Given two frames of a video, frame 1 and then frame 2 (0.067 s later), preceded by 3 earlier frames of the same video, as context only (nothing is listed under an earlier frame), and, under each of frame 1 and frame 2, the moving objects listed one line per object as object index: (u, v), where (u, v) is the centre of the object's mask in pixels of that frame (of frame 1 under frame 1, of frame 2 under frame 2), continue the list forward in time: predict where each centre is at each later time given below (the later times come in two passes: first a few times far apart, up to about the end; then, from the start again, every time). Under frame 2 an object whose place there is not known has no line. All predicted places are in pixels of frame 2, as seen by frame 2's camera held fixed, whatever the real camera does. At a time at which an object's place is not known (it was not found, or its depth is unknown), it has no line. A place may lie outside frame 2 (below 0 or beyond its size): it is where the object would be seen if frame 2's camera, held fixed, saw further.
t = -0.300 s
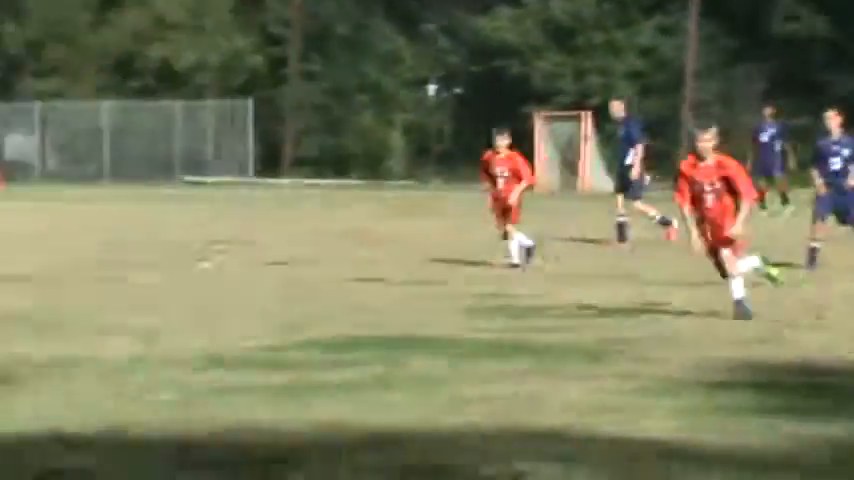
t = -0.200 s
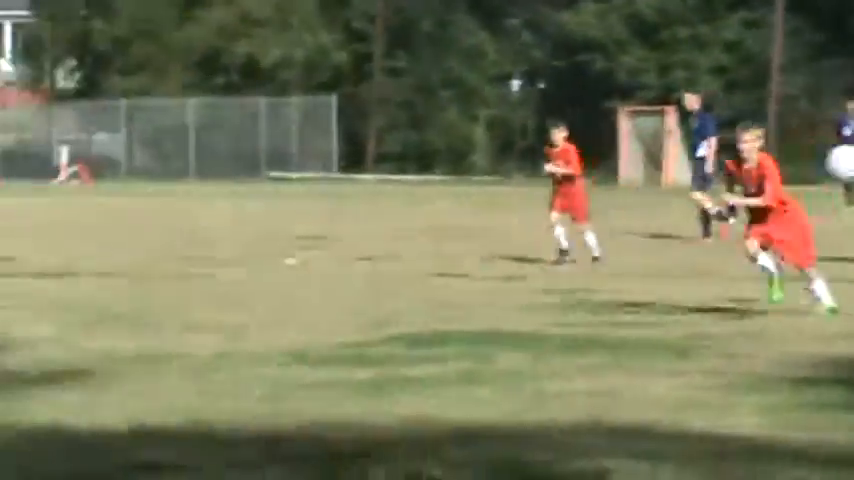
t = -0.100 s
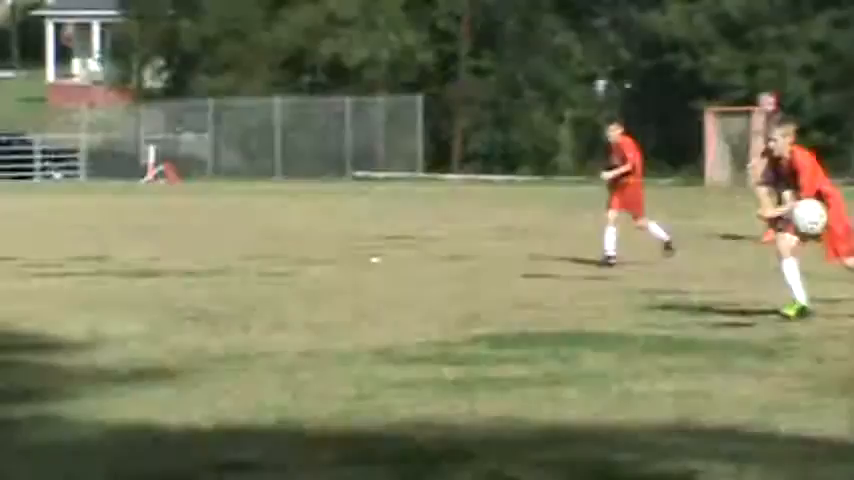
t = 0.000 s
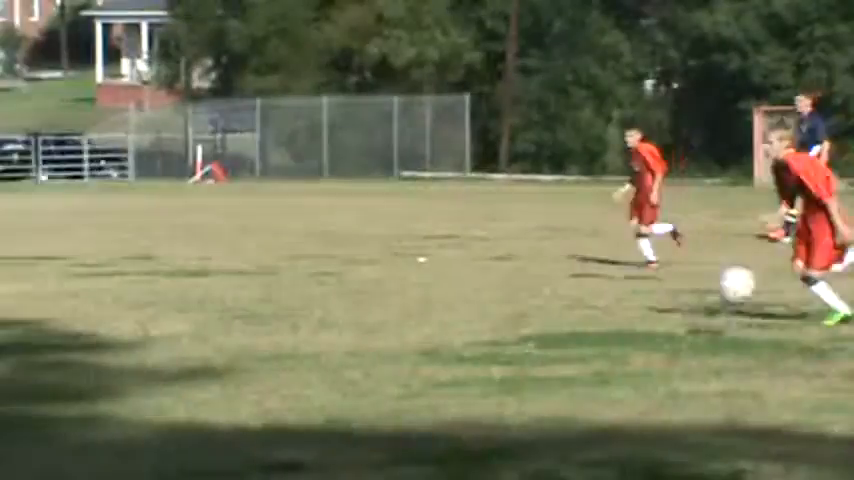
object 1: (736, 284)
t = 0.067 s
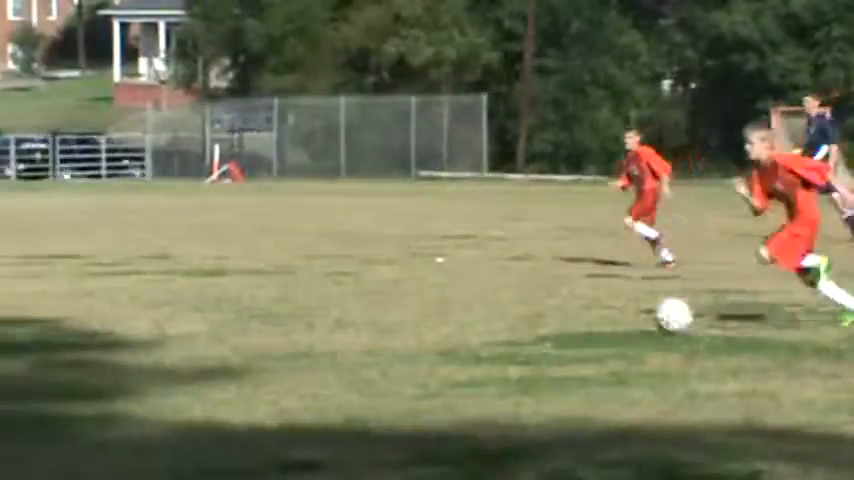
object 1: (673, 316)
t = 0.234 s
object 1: (472, 252)
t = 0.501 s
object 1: (164, 258)
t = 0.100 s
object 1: (631, 299)
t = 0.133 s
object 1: (590, 284)
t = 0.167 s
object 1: (550, 271)
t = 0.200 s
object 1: (511, 260)
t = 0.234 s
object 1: (472, 252)
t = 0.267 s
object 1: (433, 246)
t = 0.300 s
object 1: (394, 242)
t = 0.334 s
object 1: (356, 239)
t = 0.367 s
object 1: (317, 238)
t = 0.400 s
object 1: (278, 240)
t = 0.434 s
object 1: (241, 244)
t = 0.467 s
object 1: (201, 250)
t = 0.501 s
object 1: (164, 258)
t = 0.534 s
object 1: (128, 267)
